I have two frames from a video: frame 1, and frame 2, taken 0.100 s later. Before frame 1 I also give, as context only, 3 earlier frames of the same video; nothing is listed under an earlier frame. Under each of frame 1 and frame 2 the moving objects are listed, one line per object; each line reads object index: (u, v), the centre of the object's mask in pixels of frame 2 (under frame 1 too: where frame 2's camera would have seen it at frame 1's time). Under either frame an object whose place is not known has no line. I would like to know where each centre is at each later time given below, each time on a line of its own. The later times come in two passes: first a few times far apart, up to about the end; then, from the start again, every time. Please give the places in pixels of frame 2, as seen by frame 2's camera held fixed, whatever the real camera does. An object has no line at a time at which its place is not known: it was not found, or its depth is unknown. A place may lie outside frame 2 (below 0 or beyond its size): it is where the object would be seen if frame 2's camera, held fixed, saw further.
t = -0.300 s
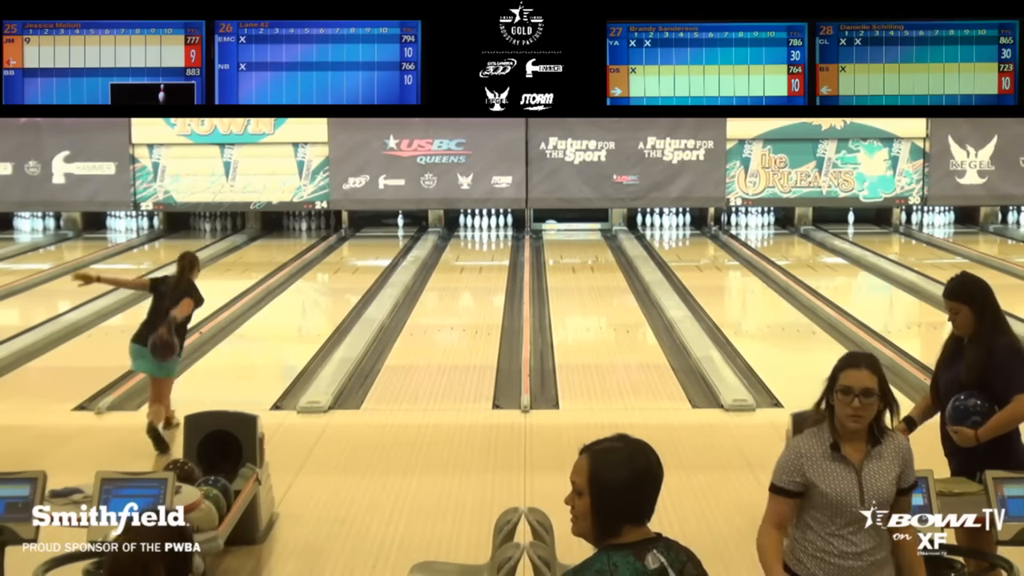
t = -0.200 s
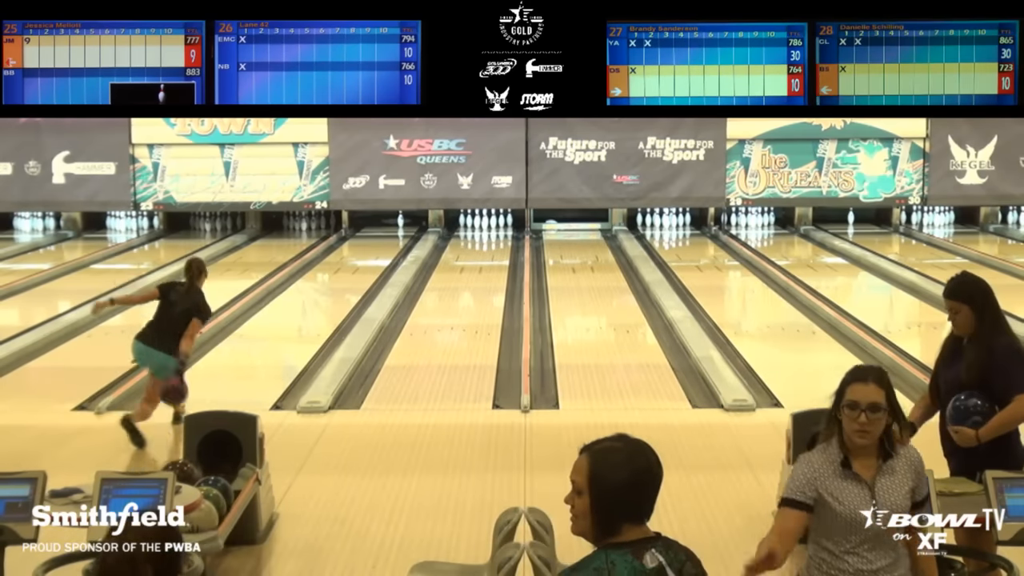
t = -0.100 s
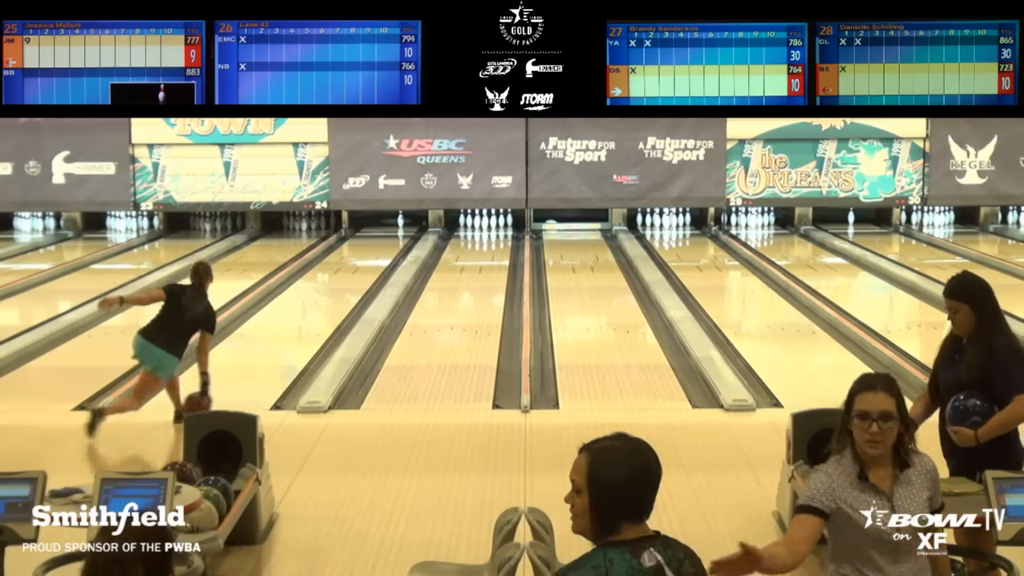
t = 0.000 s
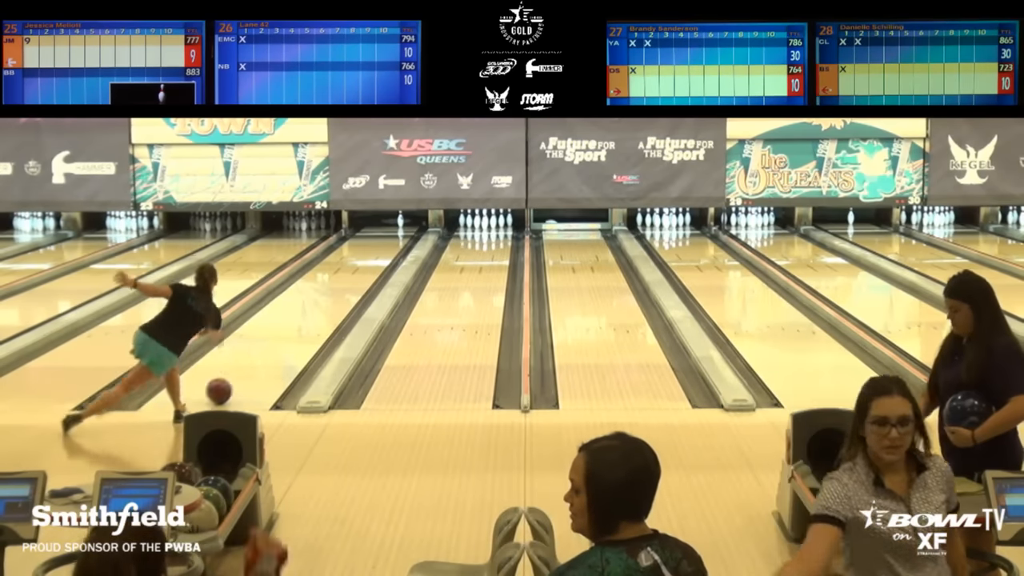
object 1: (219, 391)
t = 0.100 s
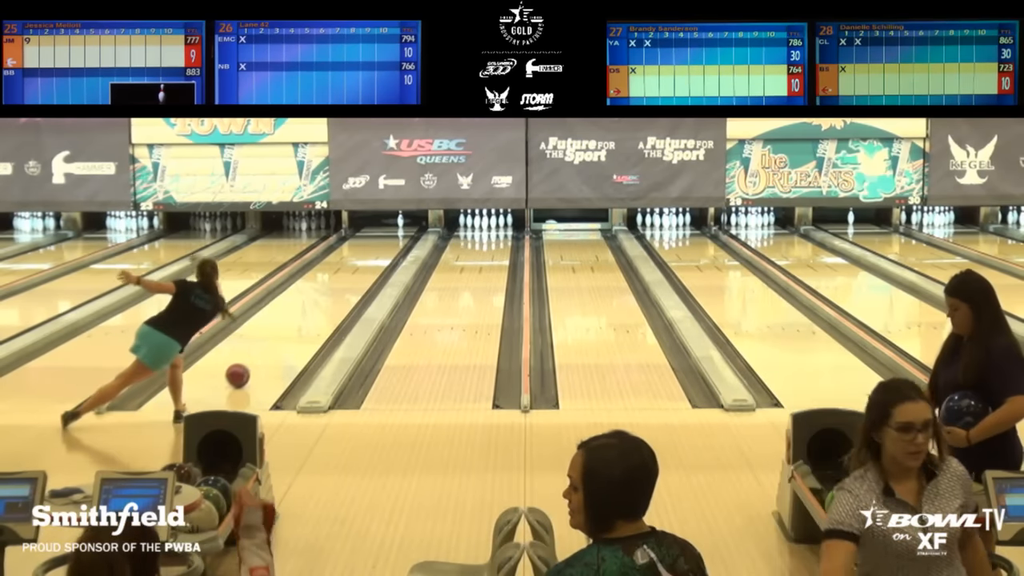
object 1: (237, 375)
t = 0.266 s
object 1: (264, 352)
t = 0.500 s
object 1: (295, 327)
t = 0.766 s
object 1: (323, 303)
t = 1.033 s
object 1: (345, 284)
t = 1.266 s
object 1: (360, 270)
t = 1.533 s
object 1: (375, 257)
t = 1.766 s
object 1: (385, 247)
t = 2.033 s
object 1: (391, 238)
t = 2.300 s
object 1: (394, 230)
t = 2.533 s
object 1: (394, 224)
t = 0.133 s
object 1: (243, 370)
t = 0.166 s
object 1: (248, 366)
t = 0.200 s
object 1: (254, 361)
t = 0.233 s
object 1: (259, 357)
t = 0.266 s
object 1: (264, 352)
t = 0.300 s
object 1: (269, 349)
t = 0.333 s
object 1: (274, 345)
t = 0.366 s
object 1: (278, 341)
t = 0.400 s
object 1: (282, 337)
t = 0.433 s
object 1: (287, 334)
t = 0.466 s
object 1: (291, 330)
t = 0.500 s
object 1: (295, 327)
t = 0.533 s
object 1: (299, 324)
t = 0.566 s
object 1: (303, 321)
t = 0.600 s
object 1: (306, 318)
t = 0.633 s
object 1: (310, 314)
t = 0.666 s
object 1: (313, 311)
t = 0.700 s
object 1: (316, 309)
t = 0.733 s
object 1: (320, 306)
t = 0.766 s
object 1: (323, 303)
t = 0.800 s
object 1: (326, 300)
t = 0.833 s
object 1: (329, 298)
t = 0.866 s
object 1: (332, 295)
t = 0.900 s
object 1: (334, 293)
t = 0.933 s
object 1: (337, 291)
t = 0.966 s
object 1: (340, 288)
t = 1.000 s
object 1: (342, 286)
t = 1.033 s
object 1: (345, 284)
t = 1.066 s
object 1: (347, 282)
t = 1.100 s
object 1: (349, 280)
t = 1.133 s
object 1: (352, 278)
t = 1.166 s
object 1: (354, 276)
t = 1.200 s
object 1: (356, 274)
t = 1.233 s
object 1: (358, 272)
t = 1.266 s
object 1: (360, 270)
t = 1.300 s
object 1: (362, 269)
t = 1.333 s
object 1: (364, 266)
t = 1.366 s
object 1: (366, 265)
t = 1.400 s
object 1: (368, 263)
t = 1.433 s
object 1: (370, 262)
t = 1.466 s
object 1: (371, 260)
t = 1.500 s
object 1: (373, 258)
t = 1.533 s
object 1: (375, 257)
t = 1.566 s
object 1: (376, 255)
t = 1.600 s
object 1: (378, 254)
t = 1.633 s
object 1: (379, 253)
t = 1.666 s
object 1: (381, 251)
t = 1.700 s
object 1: (382, 250)
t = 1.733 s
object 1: (383, 249)
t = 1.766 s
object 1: (385, 247)
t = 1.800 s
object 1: (385, 246)
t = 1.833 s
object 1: (387, 244)
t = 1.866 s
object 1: (388, 243)
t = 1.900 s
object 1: (389, 242)
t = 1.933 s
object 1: (389, 241)
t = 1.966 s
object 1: (390, 240)
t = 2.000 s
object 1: (391, 238)
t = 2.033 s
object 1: (391, 238)
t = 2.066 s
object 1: (392, 236)
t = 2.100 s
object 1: (392, 236)
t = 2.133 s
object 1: (392, 235)
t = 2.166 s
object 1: (393, 234)
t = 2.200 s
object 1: (393, 233)
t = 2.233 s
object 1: (394, 231)
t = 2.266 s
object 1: (394, 231)
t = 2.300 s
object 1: (394, 230)
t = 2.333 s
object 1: (394, 230)
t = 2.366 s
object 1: (395, 229)
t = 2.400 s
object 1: (394, 227)
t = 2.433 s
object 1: (395, 227)
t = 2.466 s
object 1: (394, 225)
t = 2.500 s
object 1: (394, 225)
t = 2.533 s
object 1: (394, 224)
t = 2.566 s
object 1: (394, 224)
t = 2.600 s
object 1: (394, 223)
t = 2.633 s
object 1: (394, 223)
